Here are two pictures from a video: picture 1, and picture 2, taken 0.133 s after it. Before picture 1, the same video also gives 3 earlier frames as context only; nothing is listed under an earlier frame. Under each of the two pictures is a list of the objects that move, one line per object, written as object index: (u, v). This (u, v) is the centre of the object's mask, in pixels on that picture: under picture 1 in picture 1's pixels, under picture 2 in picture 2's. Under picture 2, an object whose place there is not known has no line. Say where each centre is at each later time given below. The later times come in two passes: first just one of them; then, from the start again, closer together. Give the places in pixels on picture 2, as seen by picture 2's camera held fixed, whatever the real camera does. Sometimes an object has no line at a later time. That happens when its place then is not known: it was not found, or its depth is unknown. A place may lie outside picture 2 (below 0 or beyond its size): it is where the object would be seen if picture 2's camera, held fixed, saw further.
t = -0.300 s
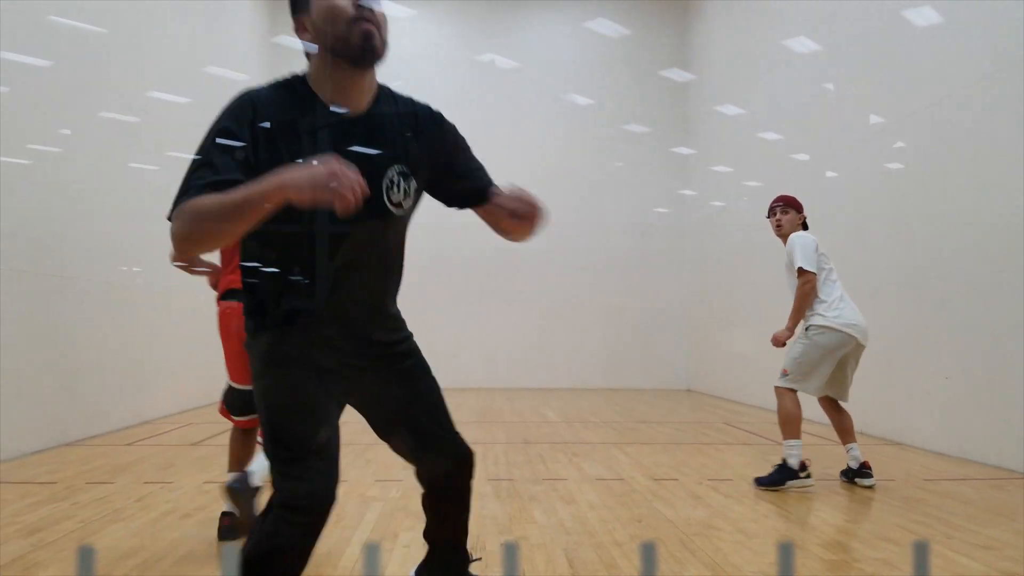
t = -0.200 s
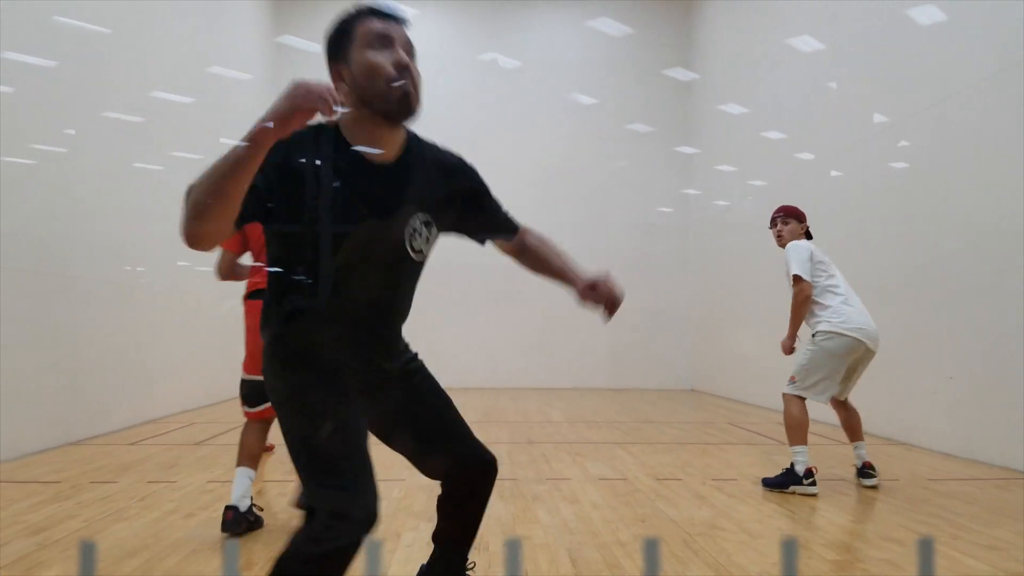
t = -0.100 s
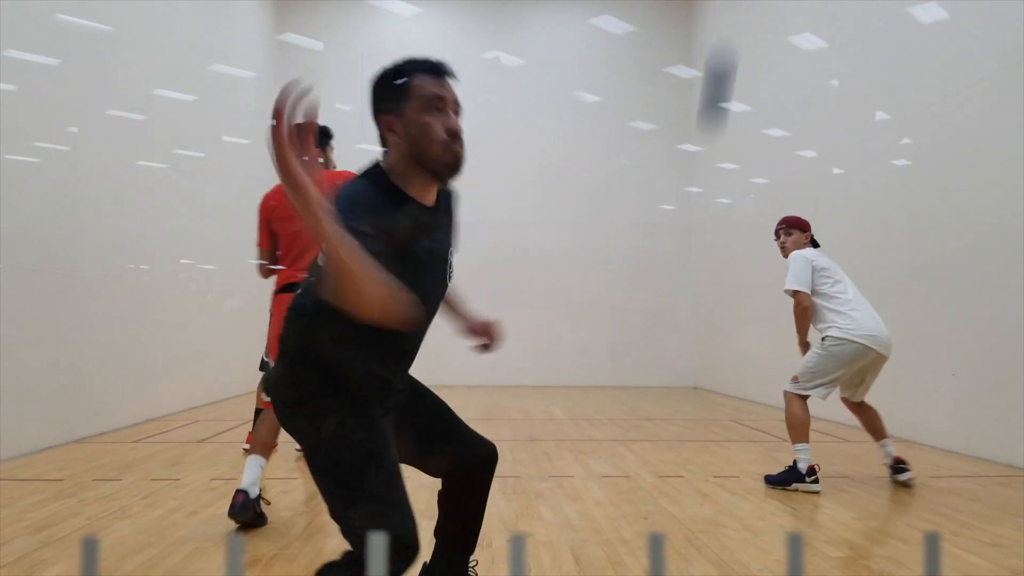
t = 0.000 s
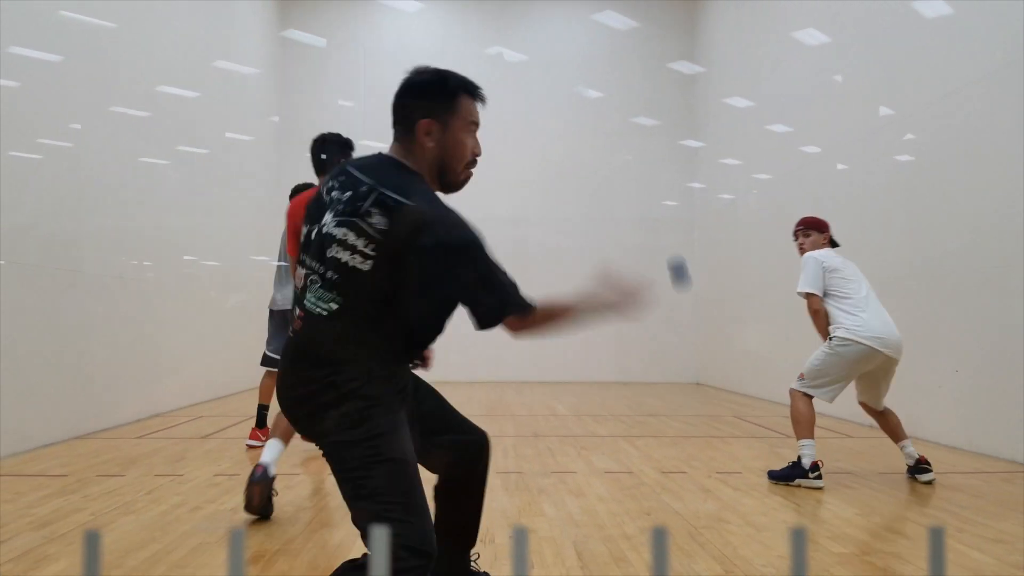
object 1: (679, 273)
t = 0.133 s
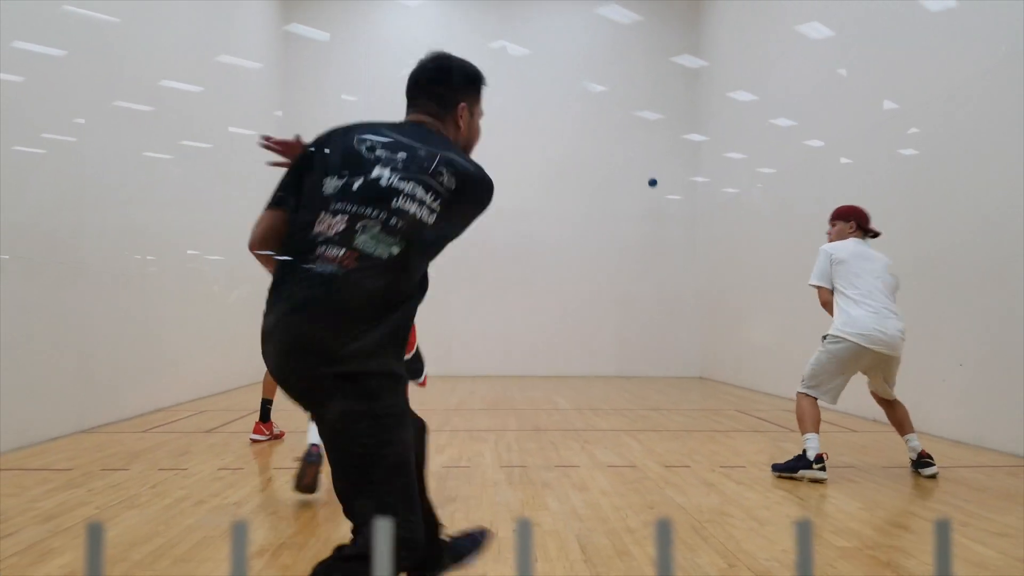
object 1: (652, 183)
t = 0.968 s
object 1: (804, 188)
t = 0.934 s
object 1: (802, 183)
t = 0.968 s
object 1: (804, 188)
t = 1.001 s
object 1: (806, 194)
